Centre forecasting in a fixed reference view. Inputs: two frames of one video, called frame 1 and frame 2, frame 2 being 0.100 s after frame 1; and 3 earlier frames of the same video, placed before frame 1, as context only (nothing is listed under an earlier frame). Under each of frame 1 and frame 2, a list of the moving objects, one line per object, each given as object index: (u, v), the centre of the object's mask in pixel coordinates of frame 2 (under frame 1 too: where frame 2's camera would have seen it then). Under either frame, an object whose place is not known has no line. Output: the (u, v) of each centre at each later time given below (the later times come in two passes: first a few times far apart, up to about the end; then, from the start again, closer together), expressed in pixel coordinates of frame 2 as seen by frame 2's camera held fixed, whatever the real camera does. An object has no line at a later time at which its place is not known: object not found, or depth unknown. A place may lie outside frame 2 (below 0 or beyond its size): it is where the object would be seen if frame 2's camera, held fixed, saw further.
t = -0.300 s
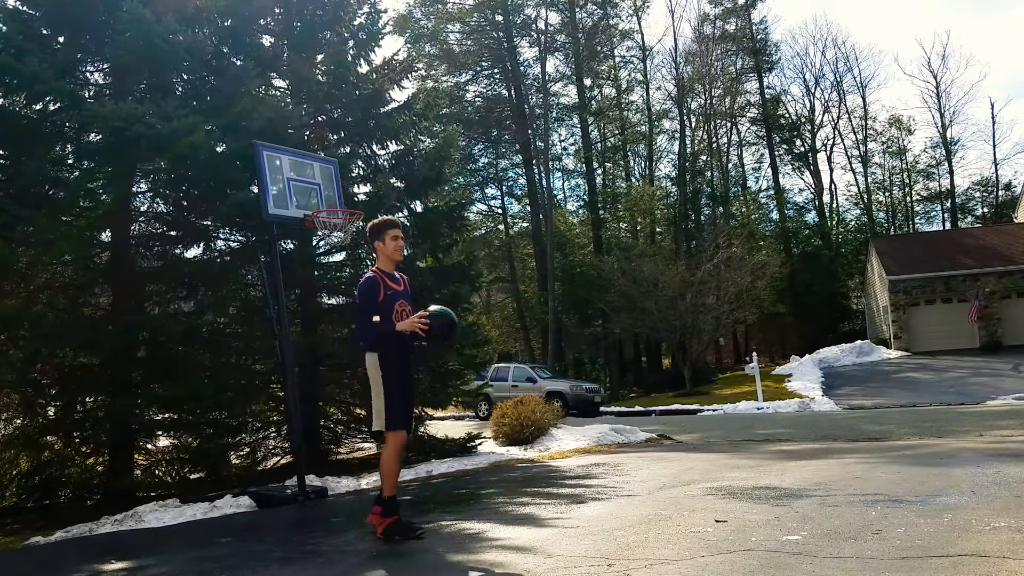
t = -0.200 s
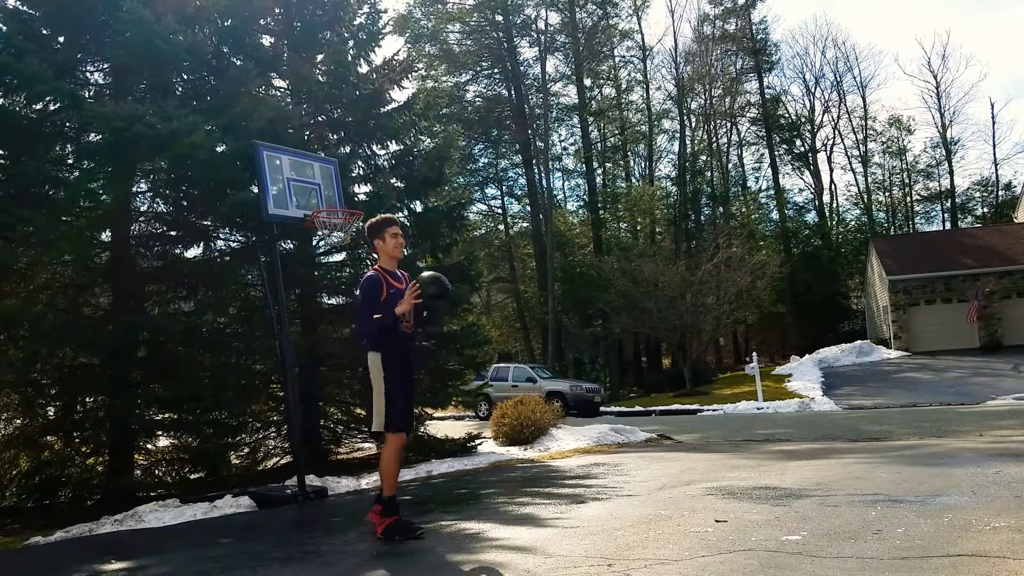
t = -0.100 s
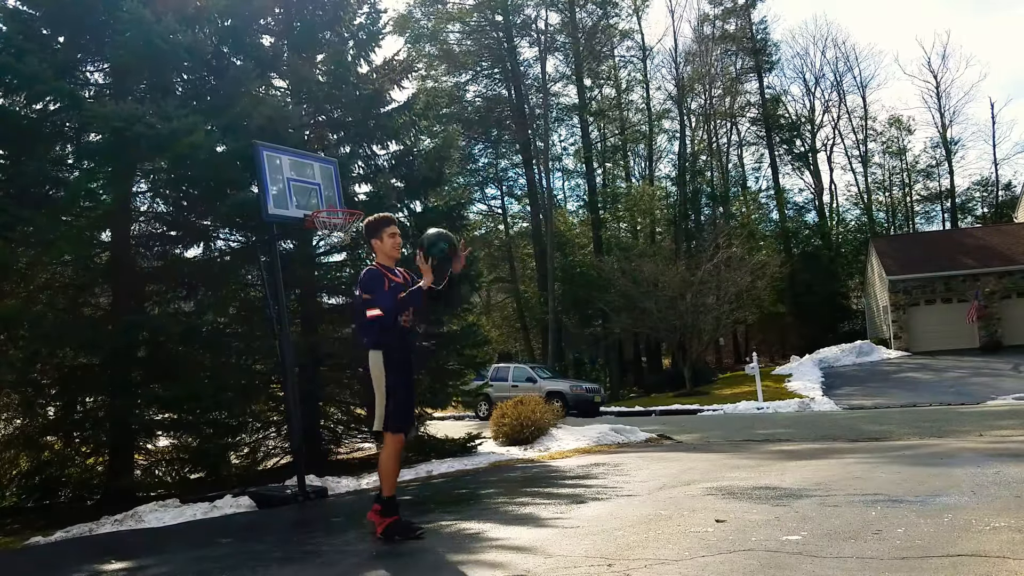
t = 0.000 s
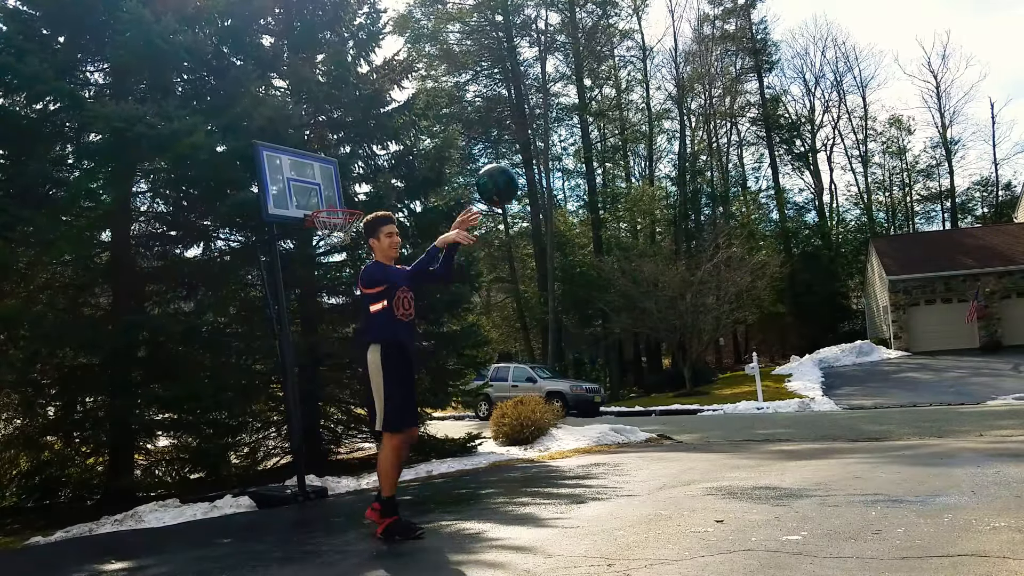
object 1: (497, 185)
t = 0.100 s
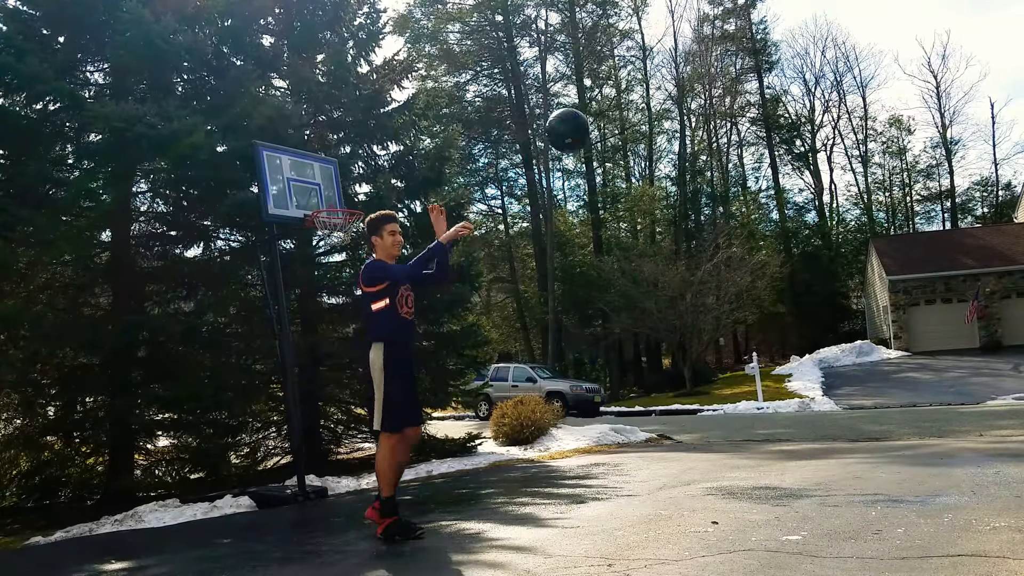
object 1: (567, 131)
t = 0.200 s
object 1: (647, 89)
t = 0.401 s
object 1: (836, 55)
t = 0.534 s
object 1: (987, 80)
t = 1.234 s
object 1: (930, 400)
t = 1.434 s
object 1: (736, 453)
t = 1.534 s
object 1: (678, 399)
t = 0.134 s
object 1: (593, 115)
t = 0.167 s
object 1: (619, 102)
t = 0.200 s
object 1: (647, 89)
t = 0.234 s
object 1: (676, 79)
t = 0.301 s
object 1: (736, 63)
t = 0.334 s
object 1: (767, 58)
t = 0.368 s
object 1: (802, 56)
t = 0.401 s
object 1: (836, 55)
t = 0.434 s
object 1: (872, 57)
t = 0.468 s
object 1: (909, 62)
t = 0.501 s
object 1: (948, 69)
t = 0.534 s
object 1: (987, 80)
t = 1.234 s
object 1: (930, 400)
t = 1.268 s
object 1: (887, 435)
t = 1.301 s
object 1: (845, 470)
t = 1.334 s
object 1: (807, 506)
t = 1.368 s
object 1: (779, 502)
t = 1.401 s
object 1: (757, 476)
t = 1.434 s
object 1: (736, 453)
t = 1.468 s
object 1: (716, 432)
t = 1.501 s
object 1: (697, 415)
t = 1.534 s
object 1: (678, 399)
